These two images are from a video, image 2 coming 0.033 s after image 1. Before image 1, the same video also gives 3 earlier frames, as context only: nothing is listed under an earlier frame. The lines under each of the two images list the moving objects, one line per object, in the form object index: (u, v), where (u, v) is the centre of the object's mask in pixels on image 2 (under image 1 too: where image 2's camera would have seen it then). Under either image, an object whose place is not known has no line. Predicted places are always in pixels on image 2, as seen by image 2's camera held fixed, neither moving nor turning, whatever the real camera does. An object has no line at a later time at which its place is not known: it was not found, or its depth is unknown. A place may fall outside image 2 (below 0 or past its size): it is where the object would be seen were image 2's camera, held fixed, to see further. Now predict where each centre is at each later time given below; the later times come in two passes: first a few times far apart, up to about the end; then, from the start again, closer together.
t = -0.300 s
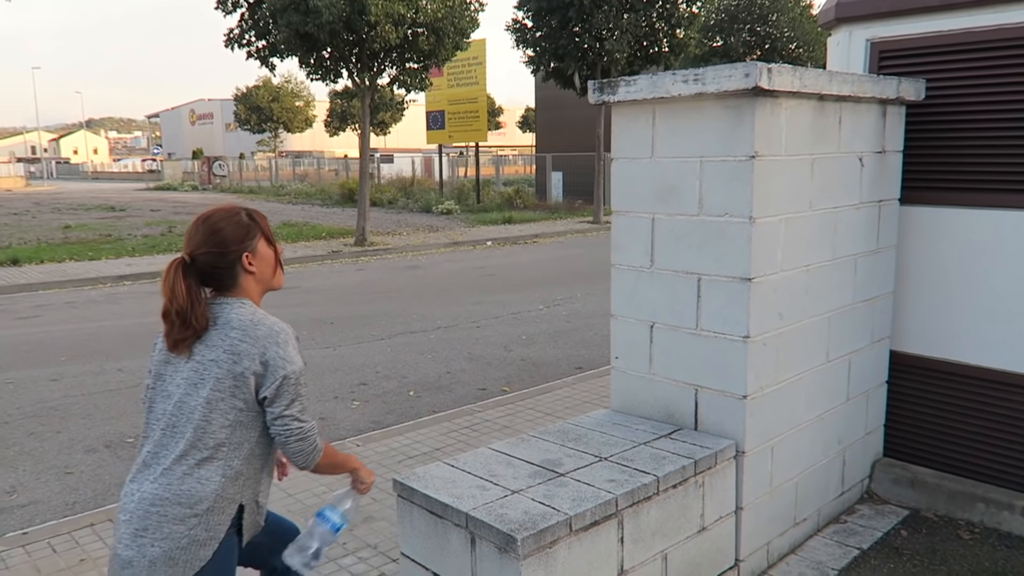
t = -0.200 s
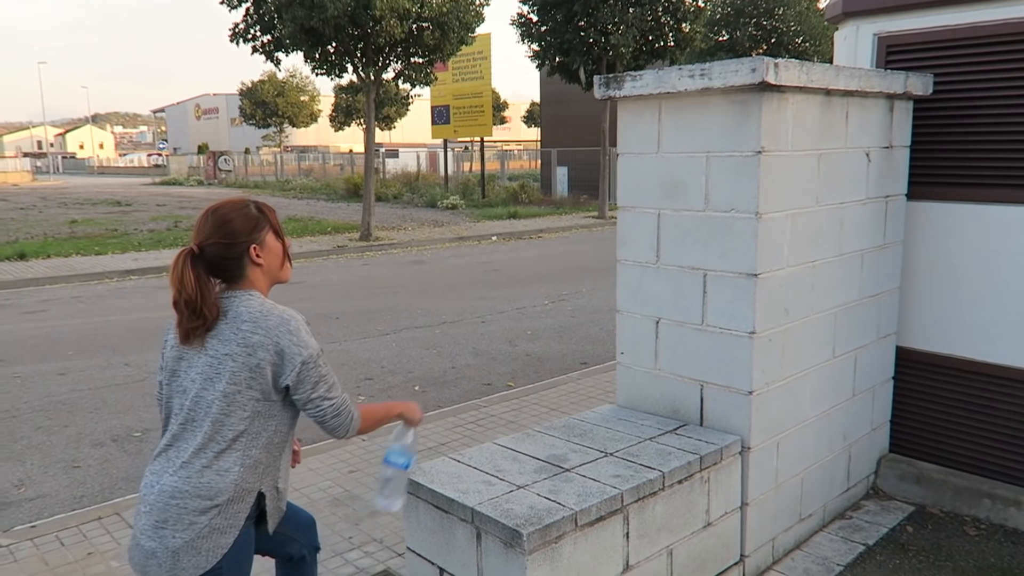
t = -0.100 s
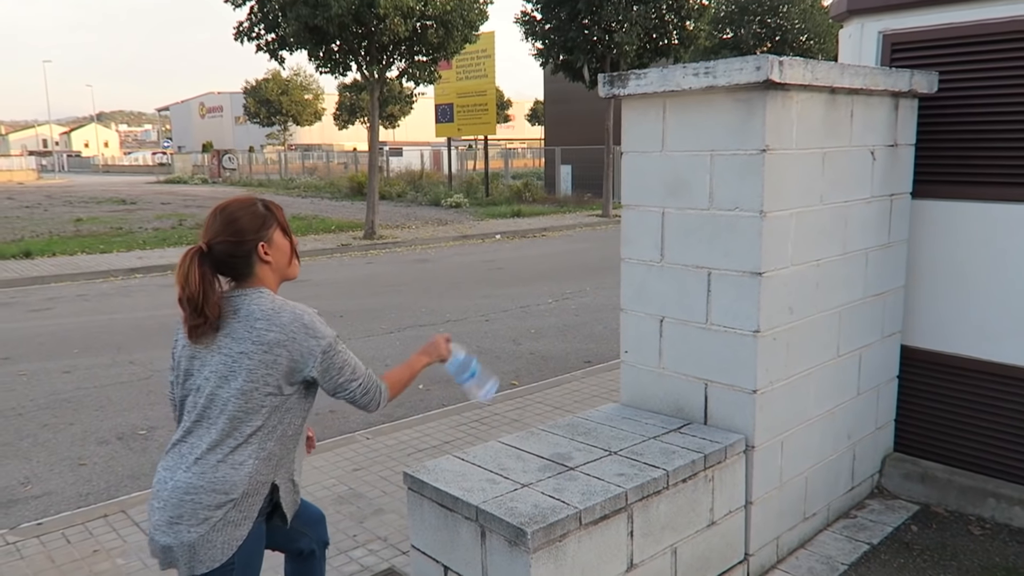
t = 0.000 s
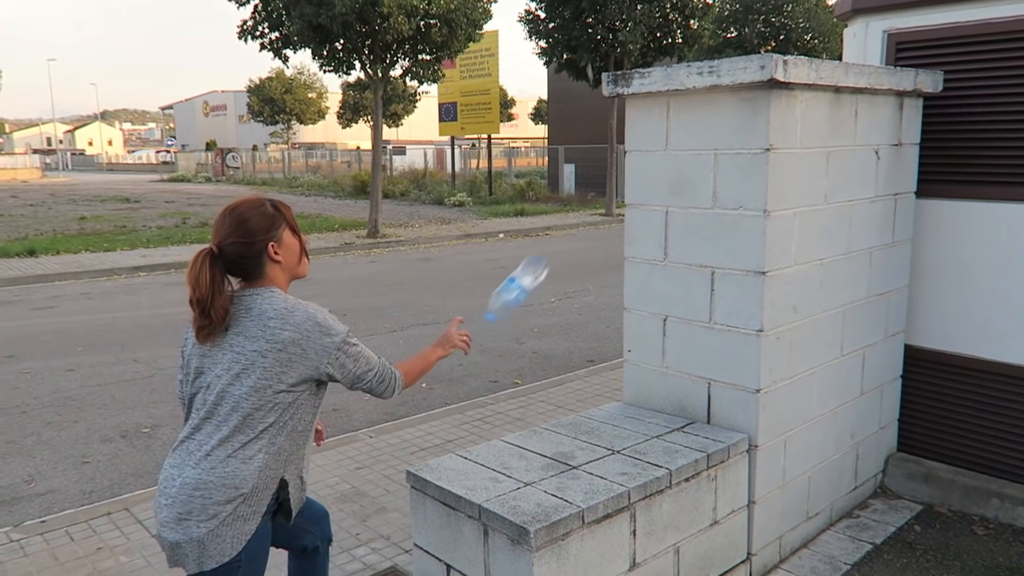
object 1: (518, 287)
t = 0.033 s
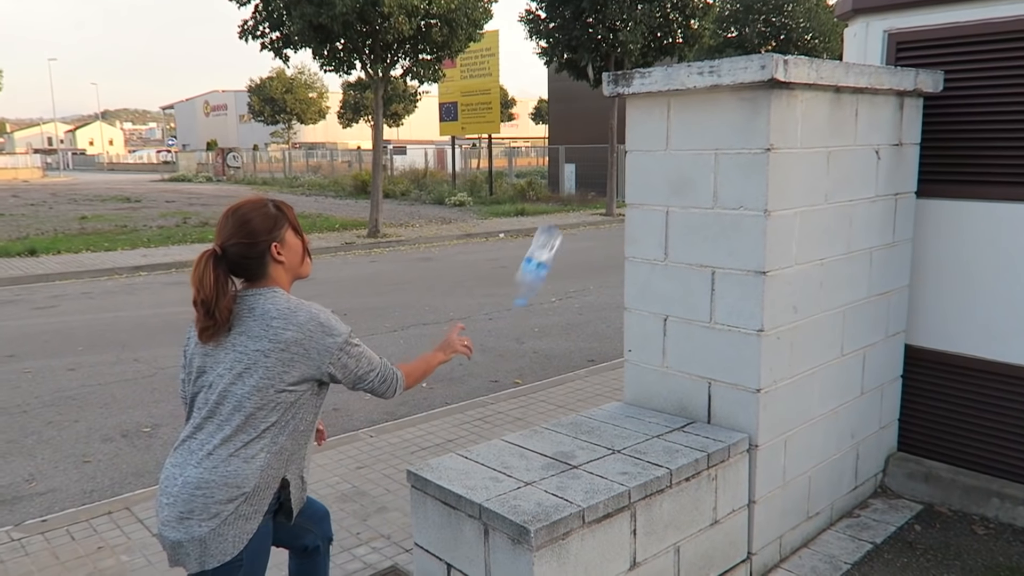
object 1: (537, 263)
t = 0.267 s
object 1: (642, 155)
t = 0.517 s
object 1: (679, 241)
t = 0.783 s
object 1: (680, 389)
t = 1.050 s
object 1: (680, 389)
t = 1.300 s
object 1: (681, 389)
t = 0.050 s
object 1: (547, 253)
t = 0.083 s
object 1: (567, 226)
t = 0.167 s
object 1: (605, 178)
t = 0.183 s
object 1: (611, 172)
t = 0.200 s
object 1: (617, 166)
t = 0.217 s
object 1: (624, 162)
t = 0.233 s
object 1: (629, 158)
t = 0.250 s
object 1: (635, 156)
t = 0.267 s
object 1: (642, 155)
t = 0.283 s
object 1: (648, 155)
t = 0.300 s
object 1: (654, 155)
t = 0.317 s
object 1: (661, 156)
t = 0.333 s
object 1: (665, 158)
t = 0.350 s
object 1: (665, 164)
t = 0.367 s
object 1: (667, 169)
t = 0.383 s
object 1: (667, 175)
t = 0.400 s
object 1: (668, 182)
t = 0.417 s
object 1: (670, 187)
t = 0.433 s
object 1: (672, 195)
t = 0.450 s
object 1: (673, 203)
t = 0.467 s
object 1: (675, 211)
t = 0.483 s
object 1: (676, 220)
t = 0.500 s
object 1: (677, 228)
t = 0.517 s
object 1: (679, 241)
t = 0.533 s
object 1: (681, 252)
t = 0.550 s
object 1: (682, 266)
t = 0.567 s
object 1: (683, 280)
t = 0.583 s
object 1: (682, 294)
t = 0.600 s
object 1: (682, 309)
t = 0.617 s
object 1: (681, 324)
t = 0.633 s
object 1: (681, 340)
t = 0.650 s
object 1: (681, 357)
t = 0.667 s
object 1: (681, 377)
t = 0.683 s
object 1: (680, 390)
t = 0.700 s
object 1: (679, 389)
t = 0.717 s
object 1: (679, 390)
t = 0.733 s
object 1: (680, 389)
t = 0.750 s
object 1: (680, 389)
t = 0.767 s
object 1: (680, 389)
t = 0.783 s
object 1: (680, 389)
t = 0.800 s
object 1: (680, 389)
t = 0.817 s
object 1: (680, 389)
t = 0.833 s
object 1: (680, 389)
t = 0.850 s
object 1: (680, 389)
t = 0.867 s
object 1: (680, 389)
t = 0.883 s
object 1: (680, 389)
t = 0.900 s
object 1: (680, 389)
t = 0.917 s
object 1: (680, 389)
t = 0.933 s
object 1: (680, 389)
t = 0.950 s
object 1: (680, 389)
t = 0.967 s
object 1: (680, 389)
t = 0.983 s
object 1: (680, 389)
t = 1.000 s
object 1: (680, 389)
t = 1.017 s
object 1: (680, 389)
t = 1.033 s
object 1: (680, 389)
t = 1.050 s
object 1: (680, 389)
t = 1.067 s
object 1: (680, 389)
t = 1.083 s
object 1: (680, 389)
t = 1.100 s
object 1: (680, 389)
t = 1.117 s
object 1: (680, 389)
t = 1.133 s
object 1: (680, 389)
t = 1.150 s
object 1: (680, 389)
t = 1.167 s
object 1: (680, 388)
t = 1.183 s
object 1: (680, 389)
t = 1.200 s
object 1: (681, 388)
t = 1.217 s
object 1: (680, 388)
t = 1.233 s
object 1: (681, 388)
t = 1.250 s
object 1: (680, 389)
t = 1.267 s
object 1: (681, 389)
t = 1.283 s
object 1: (681, 389)
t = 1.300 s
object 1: (681, 389)
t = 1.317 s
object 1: (681, 389)
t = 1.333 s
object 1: (681, 389)
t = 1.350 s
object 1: (681, 389)
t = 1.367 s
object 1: (680, 389)
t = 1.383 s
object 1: (681, 388)
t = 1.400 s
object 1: (681, 389)
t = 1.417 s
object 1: (680, 388)
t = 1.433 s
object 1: (680, 388)
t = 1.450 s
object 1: (680, 389)
